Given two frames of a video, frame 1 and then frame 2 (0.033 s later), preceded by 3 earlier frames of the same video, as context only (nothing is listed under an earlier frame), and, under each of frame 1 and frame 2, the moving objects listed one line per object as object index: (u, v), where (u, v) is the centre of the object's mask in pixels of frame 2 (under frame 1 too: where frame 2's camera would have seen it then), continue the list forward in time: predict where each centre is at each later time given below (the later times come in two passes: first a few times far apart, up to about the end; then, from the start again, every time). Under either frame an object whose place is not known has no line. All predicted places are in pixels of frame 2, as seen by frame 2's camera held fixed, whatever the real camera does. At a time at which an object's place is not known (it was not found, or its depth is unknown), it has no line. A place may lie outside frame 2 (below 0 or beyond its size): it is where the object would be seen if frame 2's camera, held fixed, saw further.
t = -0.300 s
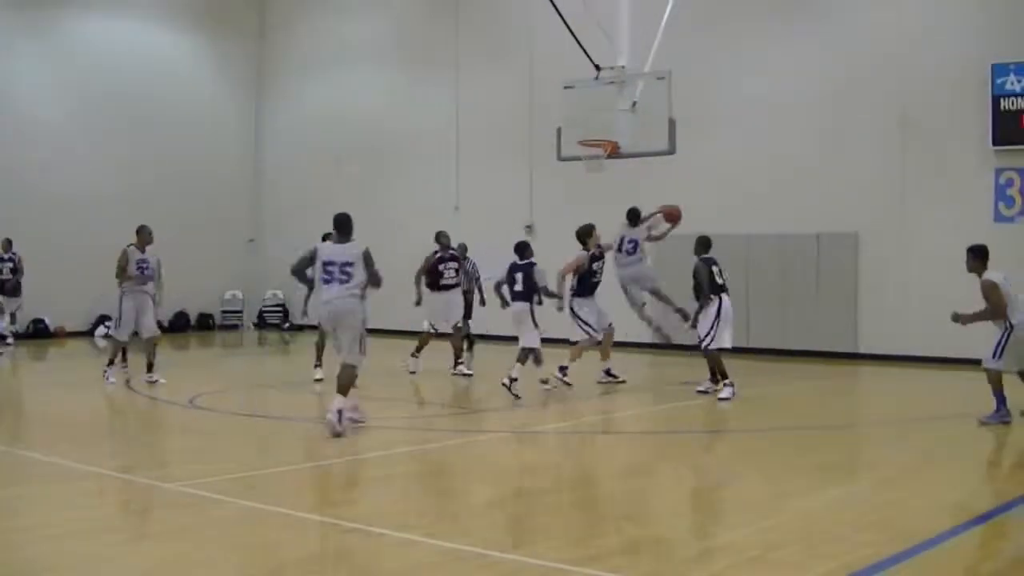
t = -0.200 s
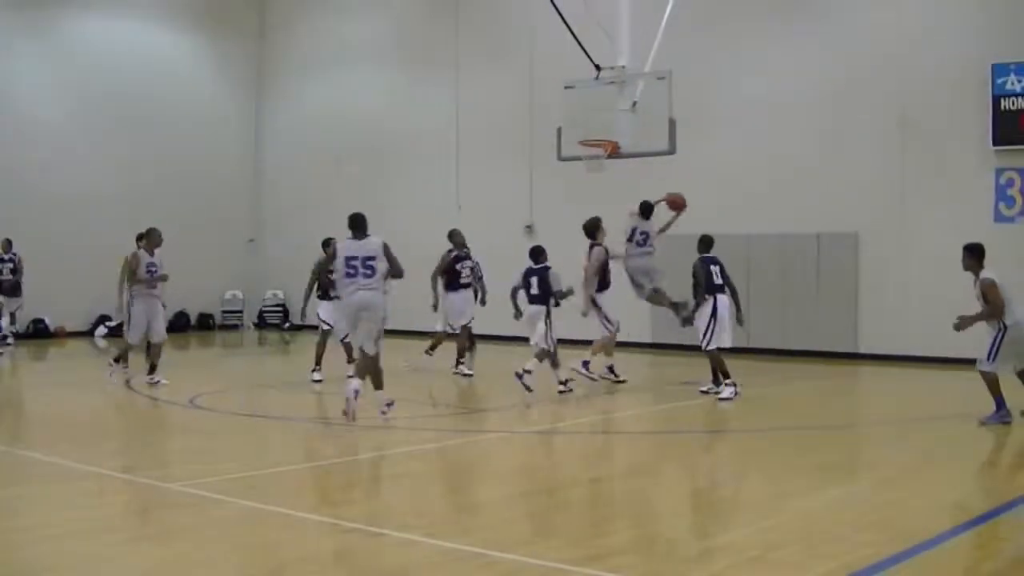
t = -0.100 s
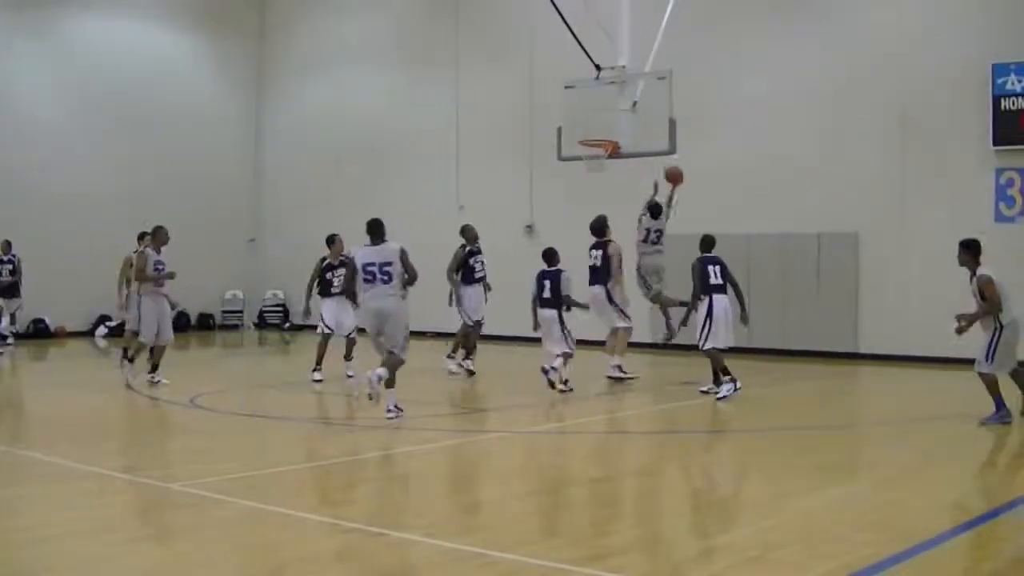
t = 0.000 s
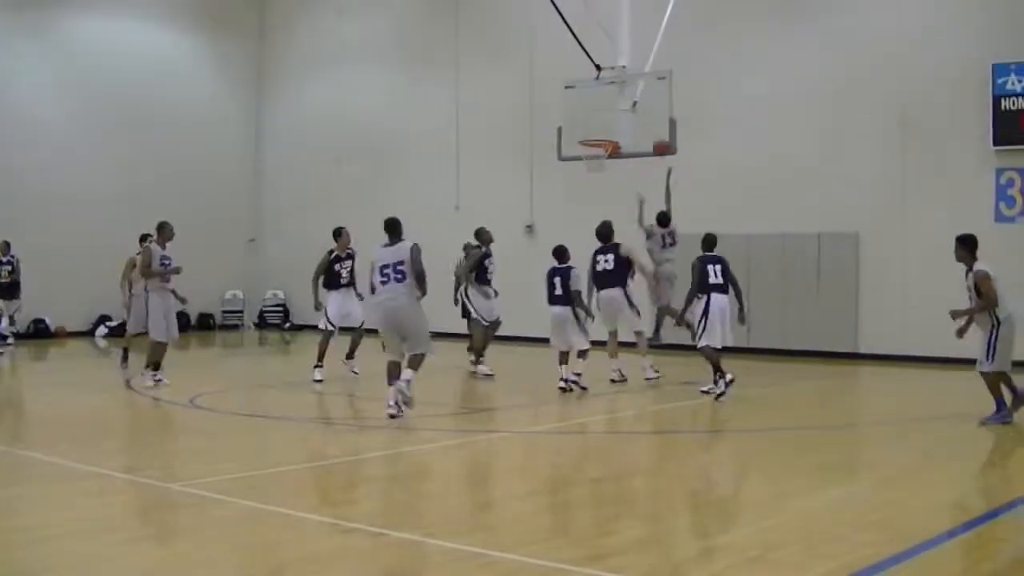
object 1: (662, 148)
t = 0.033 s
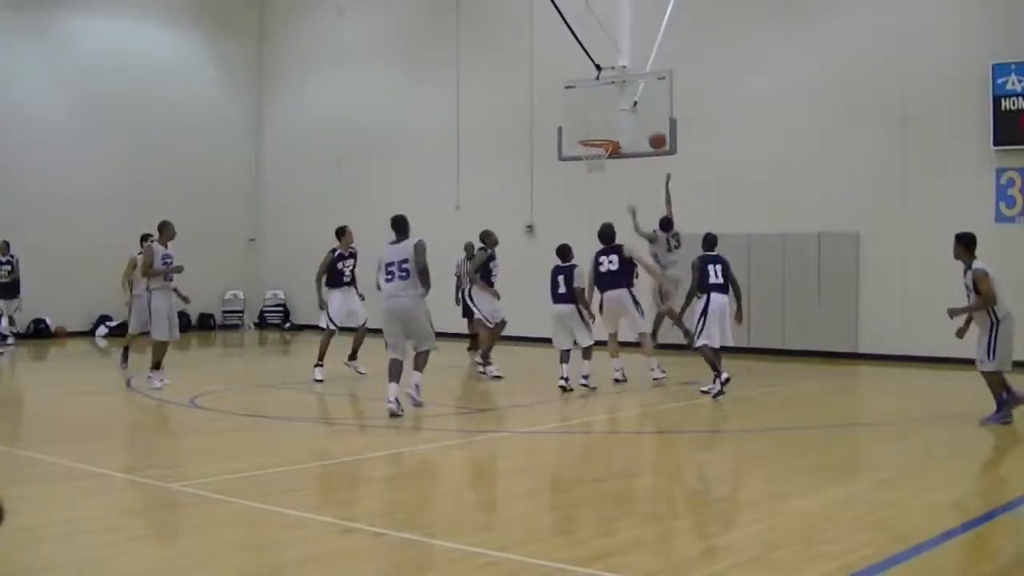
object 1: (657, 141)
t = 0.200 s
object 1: (638, 119)
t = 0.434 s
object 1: (610, 120)
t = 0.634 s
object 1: (589, 141)
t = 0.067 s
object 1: (653, 135)
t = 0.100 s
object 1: (650, 130)
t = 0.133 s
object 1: (646, 125)
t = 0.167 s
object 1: (642, 122)
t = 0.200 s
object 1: (638, 119)
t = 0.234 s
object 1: (635, 118)
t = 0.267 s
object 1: (631, 117)
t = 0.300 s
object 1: (627, 117)
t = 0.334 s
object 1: (624, 117)
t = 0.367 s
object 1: (619, 117)
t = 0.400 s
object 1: (615, 118)
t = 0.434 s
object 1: (610, 120)
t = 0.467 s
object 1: (606, 122)
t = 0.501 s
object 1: (601, 125)
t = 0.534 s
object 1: (597, 129)
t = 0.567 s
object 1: (593, 133)
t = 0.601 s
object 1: (588, 138)
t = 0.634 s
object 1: (589, 141)
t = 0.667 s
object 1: (591, 144)
